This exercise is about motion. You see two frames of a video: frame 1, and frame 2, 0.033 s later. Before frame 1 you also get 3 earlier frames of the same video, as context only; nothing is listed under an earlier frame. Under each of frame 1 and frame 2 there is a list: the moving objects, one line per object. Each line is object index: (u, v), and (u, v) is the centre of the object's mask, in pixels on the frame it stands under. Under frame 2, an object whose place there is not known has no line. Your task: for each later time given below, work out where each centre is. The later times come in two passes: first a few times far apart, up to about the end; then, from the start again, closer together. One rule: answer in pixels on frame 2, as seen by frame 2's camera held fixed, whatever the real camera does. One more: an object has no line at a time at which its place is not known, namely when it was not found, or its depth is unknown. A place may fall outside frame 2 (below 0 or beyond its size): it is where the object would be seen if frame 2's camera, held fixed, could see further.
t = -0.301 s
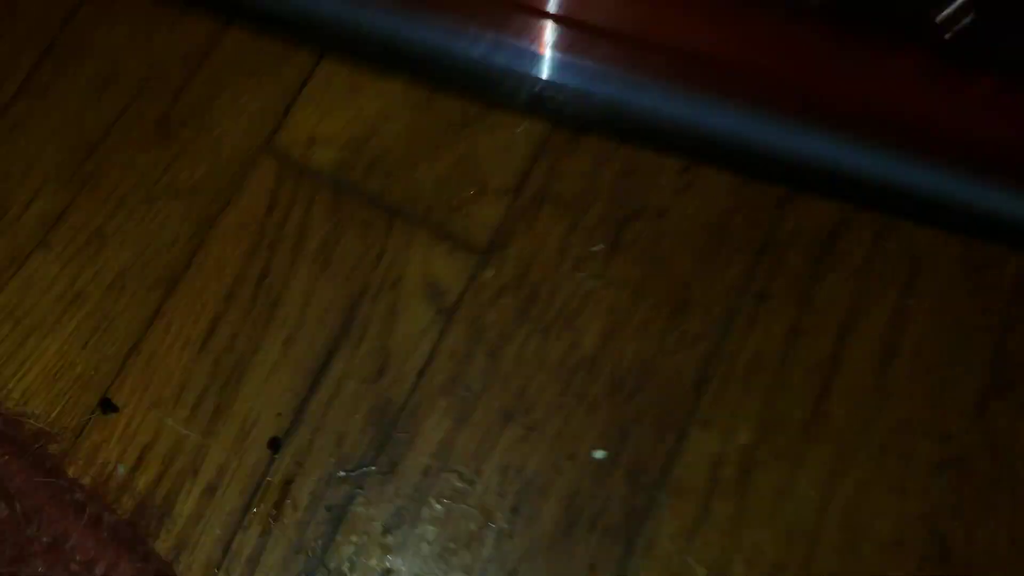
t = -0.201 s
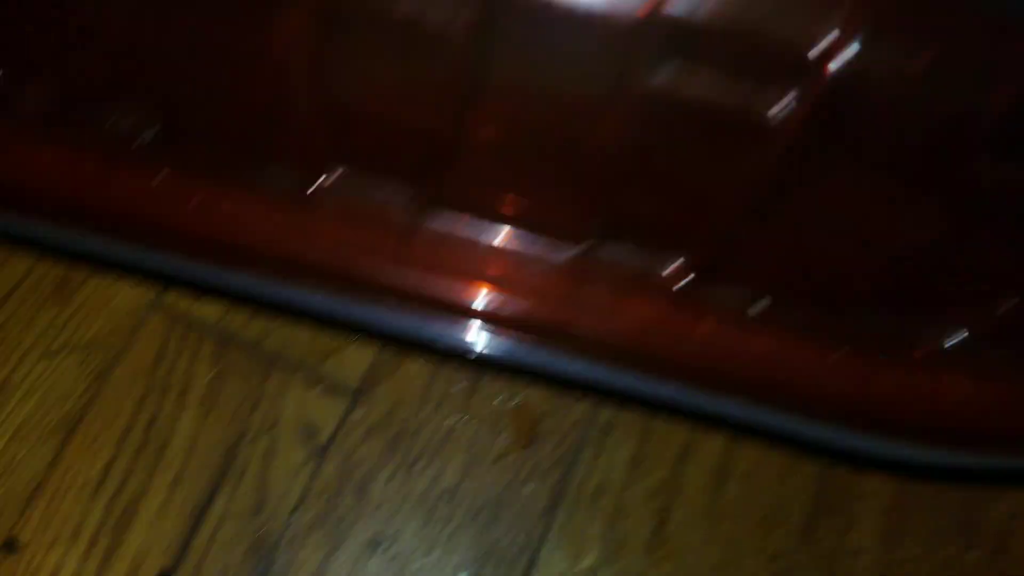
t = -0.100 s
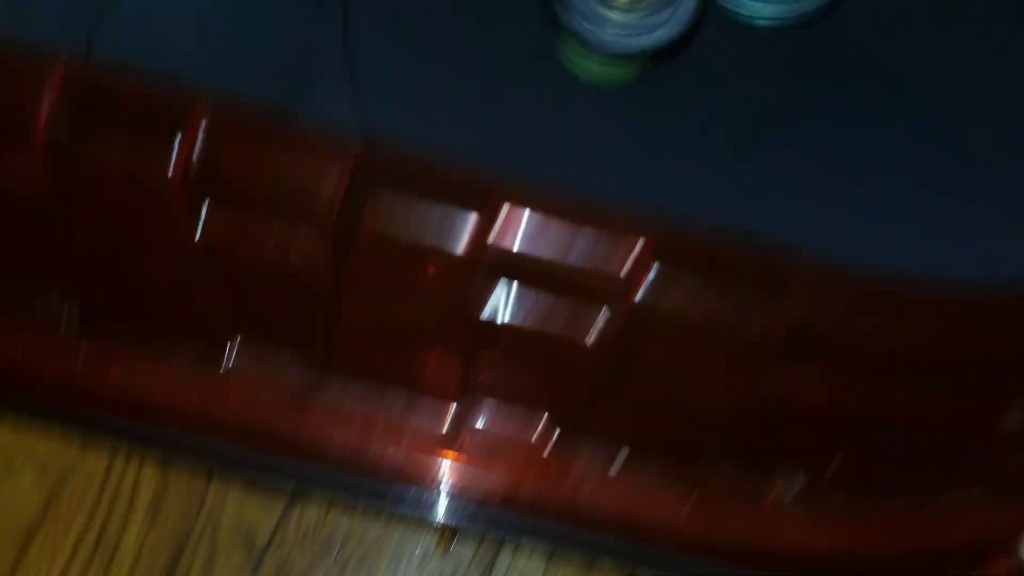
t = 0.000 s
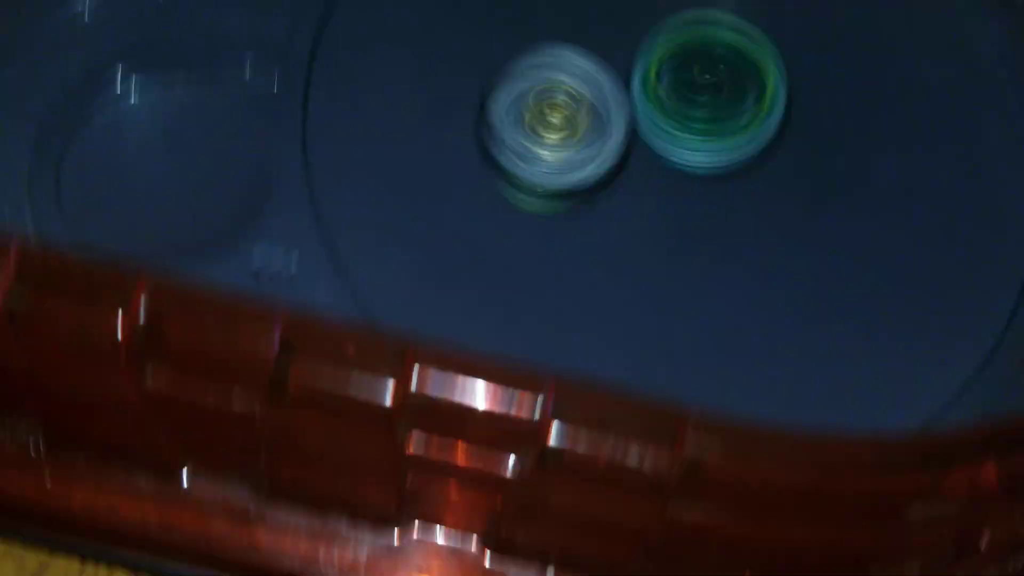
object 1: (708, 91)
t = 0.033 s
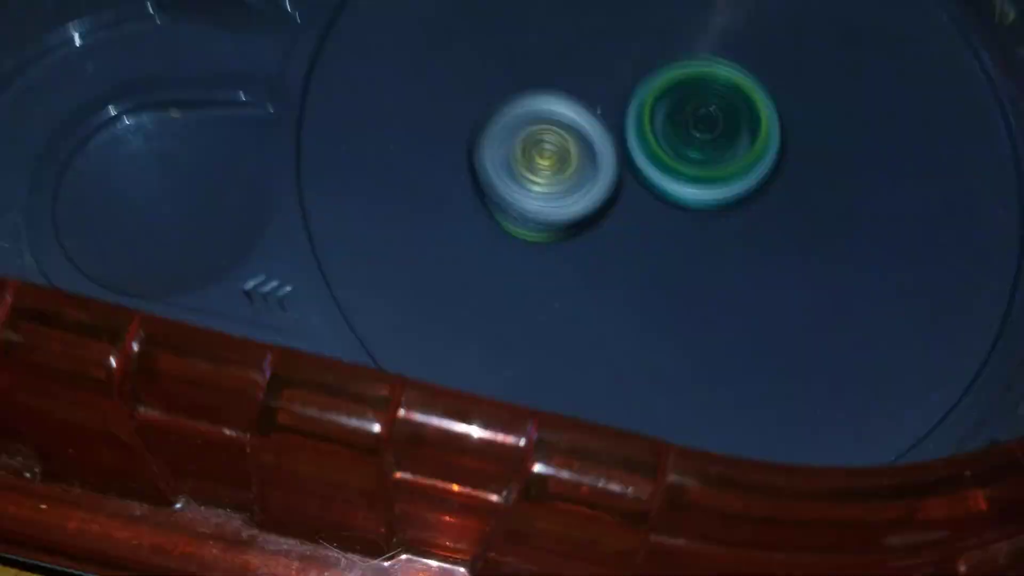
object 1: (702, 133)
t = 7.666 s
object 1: (513, 19)
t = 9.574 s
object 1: (515, 36)
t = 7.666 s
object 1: (513, 19)
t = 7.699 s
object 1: (523, 7)
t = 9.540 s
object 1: (508, 51)
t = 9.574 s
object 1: (515, 36)
